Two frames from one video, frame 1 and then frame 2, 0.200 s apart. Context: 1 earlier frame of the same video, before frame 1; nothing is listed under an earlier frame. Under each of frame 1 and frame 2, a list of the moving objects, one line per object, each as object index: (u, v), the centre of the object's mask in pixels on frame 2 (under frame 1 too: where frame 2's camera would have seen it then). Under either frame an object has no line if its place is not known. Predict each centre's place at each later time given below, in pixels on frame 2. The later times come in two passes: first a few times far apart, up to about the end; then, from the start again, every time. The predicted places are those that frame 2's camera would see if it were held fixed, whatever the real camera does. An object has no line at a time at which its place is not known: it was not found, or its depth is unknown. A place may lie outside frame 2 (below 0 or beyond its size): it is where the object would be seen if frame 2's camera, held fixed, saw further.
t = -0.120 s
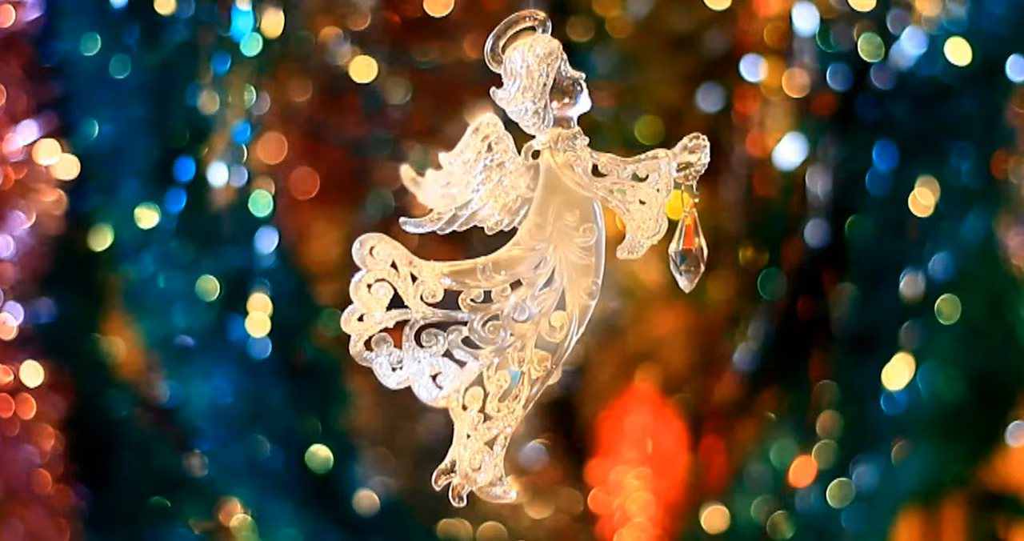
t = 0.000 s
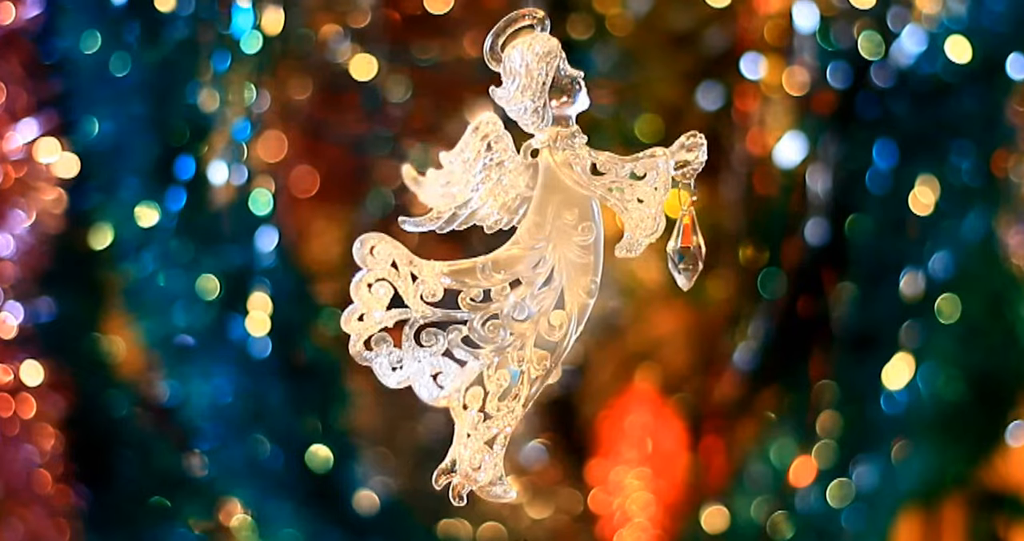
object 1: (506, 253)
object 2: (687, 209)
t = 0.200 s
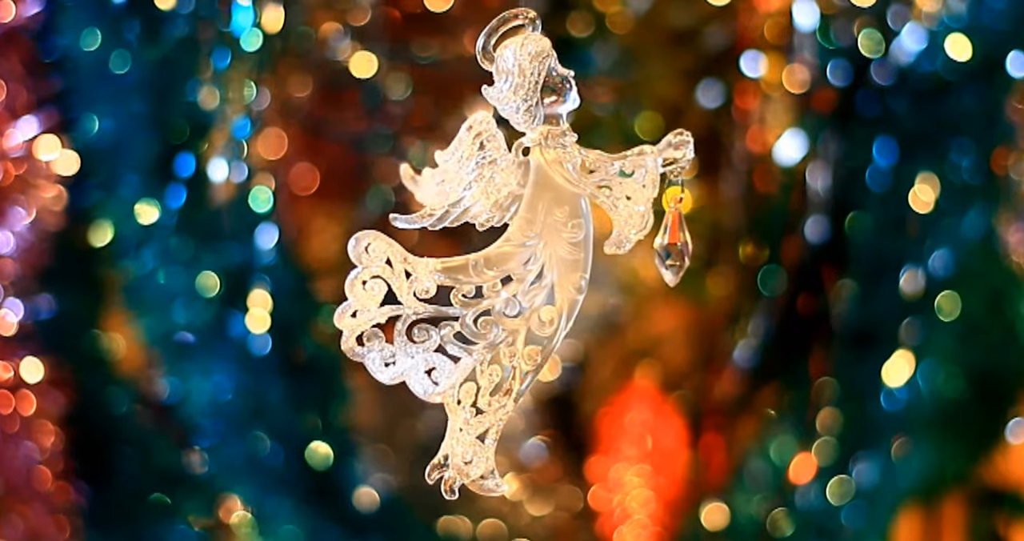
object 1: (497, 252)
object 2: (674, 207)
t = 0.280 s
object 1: (491, 252)
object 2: (666, 208)
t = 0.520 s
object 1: (476, 251)
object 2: (642, 208)
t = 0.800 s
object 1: (473, 251)
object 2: (636, 209)
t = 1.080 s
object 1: (498, 253)
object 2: (663, 208)
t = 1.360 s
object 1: (520, 255)
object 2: (680, 209)
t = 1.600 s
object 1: (509, 255)
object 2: (666, 210)
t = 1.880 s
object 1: (485, 254)
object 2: (636, 211)
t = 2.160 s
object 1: (484, 253)
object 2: (621, 209)
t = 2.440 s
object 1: (485, 253)
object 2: (616, 211)
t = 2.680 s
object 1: (485, 253)
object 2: (614, 211)
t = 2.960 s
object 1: (501, 255)
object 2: (627, 217)
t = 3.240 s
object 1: (522, 256)
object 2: (643, 216)
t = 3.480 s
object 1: (518, 255)
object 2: (635, 216)
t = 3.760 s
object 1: (486, 255)
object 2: (600, 218)
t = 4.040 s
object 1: (470, 254)
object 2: (581, 217)
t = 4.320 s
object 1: (487, 255)
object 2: (595, 215)
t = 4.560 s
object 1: (508, 256)
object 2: (615, 215)
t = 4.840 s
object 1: (512, 256)
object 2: (623, 218)
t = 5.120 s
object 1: (508, 256)
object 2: (620, 221)
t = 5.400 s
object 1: (505, 256)
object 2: (615, 216)
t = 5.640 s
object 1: (491, 255)
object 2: (603, 215)
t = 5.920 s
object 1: (474, 255)
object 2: (591, 216)
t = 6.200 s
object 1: (483, 255)
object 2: (605, 216)
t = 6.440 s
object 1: (512, 255)
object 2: (637, 213)
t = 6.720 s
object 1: (523, 256)
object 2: (655, 213)
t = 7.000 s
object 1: (502, 255)
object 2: (640, 215)
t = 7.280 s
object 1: (485, 254)
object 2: (625, 213)
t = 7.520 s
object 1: (484, 254)
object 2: (628, 210)
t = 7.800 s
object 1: (490, 253)
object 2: (639, 209)
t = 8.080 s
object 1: (495, 254)
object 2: (652, 212)
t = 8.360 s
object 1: (511, 254)
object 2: (673, 210)
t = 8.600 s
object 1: (520, 255)
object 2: (686, 208)
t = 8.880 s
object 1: (502, 254)
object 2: (676, 210)
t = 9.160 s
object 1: (472, 252)
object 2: (649, 210)
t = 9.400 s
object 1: (474, 251)
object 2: (647, 210)
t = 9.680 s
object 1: (497, 252)
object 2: (673, 210)
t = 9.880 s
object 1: (513, 252)
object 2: (691, 208)
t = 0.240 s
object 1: (494, 252)
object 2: (670, 208)
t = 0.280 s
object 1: (491, 252)
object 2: (666, 208)
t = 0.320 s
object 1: (487, 251)
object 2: (662, 207)
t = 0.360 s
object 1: (489, 251)
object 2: (657, 208)
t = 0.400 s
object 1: (486, 251)
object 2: (653, 208)
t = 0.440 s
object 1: (482, 251)
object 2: (649, 208)
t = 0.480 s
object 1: (479, 251)
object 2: (645, 208)
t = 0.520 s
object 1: (476, 251)
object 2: (642, 208)
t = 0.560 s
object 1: (473, 251)
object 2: (639, 208)
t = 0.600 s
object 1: (471, 251)
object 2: (636, 208)
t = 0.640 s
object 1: (470, 251)
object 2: (635, 209)
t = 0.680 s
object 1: (469, 251)
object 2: (634, 209)
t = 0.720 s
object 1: (470, 251)
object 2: (634, 209)
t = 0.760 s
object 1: (471, 251)
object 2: (634, 209)
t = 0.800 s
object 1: (473, 251)
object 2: (636, 209)
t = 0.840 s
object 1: (476, 252)
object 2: (638, 209)
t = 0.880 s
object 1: (480, 252)
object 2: (642, 209)
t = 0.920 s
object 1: (484, 252)
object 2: (645, 209)
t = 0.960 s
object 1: (483, 252)
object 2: (649, 209)
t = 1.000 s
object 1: (493, 252)
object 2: (654, 209)
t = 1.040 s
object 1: (498, 253)
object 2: (658, 209)
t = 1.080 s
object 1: (498, 253)
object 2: (663, 208)
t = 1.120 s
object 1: (503, 254)
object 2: (667, 208)
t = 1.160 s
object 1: (508, 254)
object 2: (671, 208)
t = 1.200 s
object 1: (511, 254)
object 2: (674, 209)
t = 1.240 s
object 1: (520, 254)
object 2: (677, 208)
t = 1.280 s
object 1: (517, 255)
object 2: (679, 208)
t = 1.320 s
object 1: (519, 255)
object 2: (680, 208)
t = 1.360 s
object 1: (520, 255)
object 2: (680, 209)
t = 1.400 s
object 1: (520, 255)
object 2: (680, 209)
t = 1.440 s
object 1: (519, 255)
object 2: (678, 209)
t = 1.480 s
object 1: (517, 255)
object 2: (676, 210)
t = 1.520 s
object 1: (515, 255)
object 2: (674, 210)
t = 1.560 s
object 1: (512, 255)
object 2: (670, 210)
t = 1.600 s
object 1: (509, 255)
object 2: (666, 210)
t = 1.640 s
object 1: (505, 255)
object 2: (662, 212)
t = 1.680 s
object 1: (501, 255)
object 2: (657, 212)
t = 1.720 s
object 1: (496, 254)
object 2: (653, 214)
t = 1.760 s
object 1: (493, 254)
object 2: (649, 213)
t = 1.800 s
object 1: (495, 254)
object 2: (644, 213)
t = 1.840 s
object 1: (487, 254)
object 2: (640, 211)
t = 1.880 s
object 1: (485, 254)
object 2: (636, 211)
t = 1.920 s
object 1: (488, 254)
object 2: (633, 211)
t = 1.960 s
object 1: (487, 253)
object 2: (630, 211)
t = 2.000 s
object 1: (486, 254)
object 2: (628, 211)
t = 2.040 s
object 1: (485, 254)
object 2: (626, 210)
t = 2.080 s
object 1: (484, 253)
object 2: (624, 210)
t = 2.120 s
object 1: (484, 253)
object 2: (622, 209)
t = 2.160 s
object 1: (484, 253)
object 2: (621, 209)
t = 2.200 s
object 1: (484, 253)
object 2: (620, 209)
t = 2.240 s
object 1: (485, 253)
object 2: (619, 209)
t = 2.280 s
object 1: (485, 253)
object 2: (619, 211)
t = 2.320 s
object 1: (486, 253)
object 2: (618, 211)
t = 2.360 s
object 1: (485, 253)
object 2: (617, 210)
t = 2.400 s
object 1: (485, 253)
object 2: (616, 211)
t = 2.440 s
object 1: (485, 253)
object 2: (616, 211)
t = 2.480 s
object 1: (485, 253)
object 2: (615, 211)
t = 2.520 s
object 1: (485, 253)
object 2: (615, 210)
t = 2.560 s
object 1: (486, 254)
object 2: (615, 210)
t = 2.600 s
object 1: (486, 254)
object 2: (615, 211)
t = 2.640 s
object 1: (486, 254)
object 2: (614, 211)
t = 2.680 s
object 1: (485, 253)
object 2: (614, 211)
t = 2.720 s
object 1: (486, 253)
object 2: (615, 215)
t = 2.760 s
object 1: (488, 254)
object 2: (616, 216)
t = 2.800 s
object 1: (490, 254)
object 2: (618, 216)
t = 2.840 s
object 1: (492, 254)
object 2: (620, 217)
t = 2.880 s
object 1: (495, 255)
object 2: (622, 217)
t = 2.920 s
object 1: (498, 255)
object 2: (625, 218)
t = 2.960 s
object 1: (501, 255)
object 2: (627, 217)
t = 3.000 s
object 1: (504, 255)
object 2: (630, 218)
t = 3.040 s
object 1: (508, 255)
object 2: (633, 217)
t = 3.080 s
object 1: (512, 255)
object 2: (635, 217)
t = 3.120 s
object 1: (514, 255)
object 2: (637, 217)
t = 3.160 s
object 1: (517, 256)
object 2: (640, 217)
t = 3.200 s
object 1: (520, 256)
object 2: (642, 216)
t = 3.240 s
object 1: (522, 256)
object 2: (643, 216)
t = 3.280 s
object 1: (523, 256)
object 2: (644, 215)
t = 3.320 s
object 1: (524, 256)
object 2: (644, 215)
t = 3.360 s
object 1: (524, 256)
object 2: (643, 214)
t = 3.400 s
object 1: (523, 257)
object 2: (641, 214)
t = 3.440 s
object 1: (522, 256)
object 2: (638, 216)
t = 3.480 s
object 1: (518, 255)
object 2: (635, 216)
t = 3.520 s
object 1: (515, 256)
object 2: (631, 216)
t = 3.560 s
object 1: (511, 255)
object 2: (627, 216)
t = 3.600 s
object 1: (508, 255)
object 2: (622, 217)
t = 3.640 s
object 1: (502, 255)
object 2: (616, 214)
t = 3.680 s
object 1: (496, 255)
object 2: (611, 214)
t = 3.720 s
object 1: (492, 255)
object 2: (605, 218)
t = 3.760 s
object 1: (486, 255)
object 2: (600, 218)
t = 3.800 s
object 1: (483, 255)
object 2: (595, 218)
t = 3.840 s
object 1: (479, 255)
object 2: (591, 219)
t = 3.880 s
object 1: (476, 255)
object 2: (587, 219)
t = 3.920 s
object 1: (473, 254)
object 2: (584, 219)
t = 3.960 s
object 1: (471, 254)
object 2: (582, 219)
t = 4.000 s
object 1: (470, 254)
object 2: (581, 218)
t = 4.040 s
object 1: (470, 254)
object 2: (581, 217)
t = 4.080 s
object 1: (471, 254)
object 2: (581, 218)
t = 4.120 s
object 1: (472, 254)
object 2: (582, 218)
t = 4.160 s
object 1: (475, 255)
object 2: (583, 218)
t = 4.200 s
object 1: (478, 255)
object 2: (586, 217)
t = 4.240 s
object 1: (481, 255)
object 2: (589, 217)
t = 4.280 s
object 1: (485, 256)
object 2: (592, 217)
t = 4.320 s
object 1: (487, 255)
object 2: (595, 215)
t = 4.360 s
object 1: (492, 256)
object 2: (599, 215)
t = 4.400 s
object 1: (496, 256)
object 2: (602, 215)
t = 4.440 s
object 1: (499, 256)
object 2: (606, 214)
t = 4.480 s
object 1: (503, 256)
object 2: (609, 214)
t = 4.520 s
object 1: (505, 256)
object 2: (613, 216)
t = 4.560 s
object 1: (508, 256)
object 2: (615, 215)
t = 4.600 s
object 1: (510, 256)
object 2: (618, 218)
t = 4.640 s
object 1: (512, 257)
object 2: (619, 218)
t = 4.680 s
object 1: (513, 257)
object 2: (621, 219)
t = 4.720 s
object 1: (513, 257)
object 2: (622, 219)
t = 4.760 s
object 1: (512, 256)
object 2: (622, 217)
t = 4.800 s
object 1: (512, 256)
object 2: (622, 217)
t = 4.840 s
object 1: (512, 256)
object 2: (623, 218)
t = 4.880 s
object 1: (511, 256)
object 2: (623, 218)
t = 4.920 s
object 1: (511, 256)
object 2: (622, 220)
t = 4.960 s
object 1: (510, 256)
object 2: (621, 220)
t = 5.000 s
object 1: (509, 256)
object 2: (621, 220)
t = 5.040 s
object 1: (509, 256)
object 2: (621, 220)
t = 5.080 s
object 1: (509, 256)
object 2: (620, 220)
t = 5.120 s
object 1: (508, 256)
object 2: (620, 221)
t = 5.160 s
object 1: (508, 256)
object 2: (619, 220)
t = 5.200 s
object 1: (507, 256)
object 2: (619, 220)
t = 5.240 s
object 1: (507, 256)
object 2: (618, 219)
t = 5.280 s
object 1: (506, 256)
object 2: (618, 218)
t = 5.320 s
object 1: (506, 256)
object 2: (617, 217)
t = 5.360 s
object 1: (506, 256)
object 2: (616, 219)
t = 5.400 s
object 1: (505, 256)
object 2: (615, 216)
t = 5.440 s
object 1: (503, 256)
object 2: (614, 217)
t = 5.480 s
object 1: (501, 256)
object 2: (612, 215)
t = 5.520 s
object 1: (499, 256)
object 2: (610, 216)
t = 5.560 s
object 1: (497, 255)
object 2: (608, 216)
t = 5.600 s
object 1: (494, 255)
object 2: (605, 216)
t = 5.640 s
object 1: (491, 255)
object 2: (603, 215)
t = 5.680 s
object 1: (488, 255)
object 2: (601, 213)
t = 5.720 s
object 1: (485, 255)
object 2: (599, 213)
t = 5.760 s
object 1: (482, 255)
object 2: (596, 214)
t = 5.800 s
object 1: (480, 255)
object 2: (594, 214)
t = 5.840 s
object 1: (478, 255)
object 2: (592, 217)
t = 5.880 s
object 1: (475, 254)
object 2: (592, 216)
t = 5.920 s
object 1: (474, 255)
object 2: (591, 216)
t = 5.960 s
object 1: (473, 255)
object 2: (590, 216)
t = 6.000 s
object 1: (473, 254)
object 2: (592, 216)
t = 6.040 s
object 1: (474, 255)
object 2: (593, 216)
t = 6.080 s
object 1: (476, 255)
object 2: (594, 216)
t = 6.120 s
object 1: (478, 255)
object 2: (598, 216)
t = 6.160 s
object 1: (481, 255)
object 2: (601, 217)
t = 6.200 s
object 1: (483, 255)
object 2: (605, 216)
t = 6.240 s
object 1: (488, 255)
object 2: (611, 216)
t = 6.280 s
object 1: (493, 255)
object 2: (616, 216)
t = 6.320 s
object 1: (498, 255)
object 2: (621, 217)
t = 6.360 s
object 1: (503, 256)
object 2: (627, 215)
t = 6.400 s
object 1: (507, 255)
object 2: (632, 216)
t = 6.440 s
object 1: (512, 255)
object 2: (637, 213)
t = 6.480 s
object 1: (515, 256)
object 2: (642, 212)
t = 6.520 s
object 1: (518, 256)
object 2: (646, 214)
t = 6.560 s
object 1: (521, 256)
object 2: (650, 213)
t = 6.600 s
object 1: (523, 256)
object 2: (652, 213)
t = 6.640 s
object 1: (523, 256)
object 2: (654, 213)
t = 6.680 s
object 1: (524, 256)
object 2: (655, 213)
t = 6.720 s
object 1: (523, 256)
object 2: (655, 213)
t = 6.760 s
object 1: (522, 256)
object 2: (655, 213)
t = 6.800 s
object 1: (520, 256)
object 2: (654, 215)
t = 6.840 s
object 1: (517, 256)
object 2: (652, 214)
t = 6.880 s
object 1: (513, 256)
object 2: (649, 215)
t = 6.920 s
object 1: (510, 255)
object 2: (647, 214)
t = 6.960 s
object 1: (506, 255)
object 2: (644, 214)
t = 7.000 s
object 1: (502, 255)
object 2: (640, 215)
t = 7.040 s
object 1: (499, 255)
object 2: (637, 215)
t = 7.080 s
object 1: (495, 255)
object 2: (634, 215)
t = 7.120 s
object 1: (492, 255)
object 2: (631, 215)
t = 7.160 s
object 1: (489, 254)
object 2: (629, 214)
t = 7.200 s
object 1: (487, 255)
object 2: (627, 213)
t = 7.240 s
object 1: (486, 255)
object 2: (625, 213)
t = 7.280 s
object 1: (485, 254)
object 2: (625, 213)
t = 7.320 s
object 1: (483, 254)
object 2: (624, 213)
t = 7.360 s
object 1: (482, 254)
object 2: (624, 212)
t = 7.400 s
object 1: (482, 254)
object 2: (625, 212)
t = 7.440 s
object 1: (483, 254)
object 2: (625, 211)
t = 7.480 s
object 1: (483, 254)
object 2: (626, 211)
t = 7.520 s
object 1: (484, 254)
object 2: (628, 210)
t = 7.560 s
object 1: (485, 254)
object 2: (629, 210)
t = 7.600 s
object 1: (486, 254)
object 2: (631, 210)
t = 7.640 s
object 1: (488, 253)
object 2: (632, 209)
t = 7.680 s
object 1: (489, 253)
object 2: (634, 209)
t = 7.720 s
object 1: (489, 254)
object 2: (636, 209)
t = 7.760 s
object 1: (490, 253)
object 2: (637, 209)
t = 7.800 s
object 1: (490, 253)
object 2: (639, 209)
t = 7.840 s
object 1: (491, 254)
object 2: (641, 210)
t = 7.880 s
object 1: (491, 254)
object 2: (642, 210)
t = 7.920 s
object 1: (492, 254)
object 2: (644, 211)
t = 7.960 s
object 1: (493, 254)
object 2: (646, 211)
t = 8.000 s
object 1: (494, 254)
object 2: (648, 211)
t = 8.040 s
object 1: (495, 254)
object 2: (650, 211)
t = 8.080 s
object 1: (495, 254)
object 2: (652, 212)
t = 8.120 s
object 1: (497, 254)
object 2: (655, 213)
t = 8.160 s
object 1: (499, 254)
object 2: (658, 213)
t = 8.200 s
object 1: (501, 254)
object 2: (660, 211)
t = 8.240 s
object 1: (504, 254)
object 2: (664, 211)
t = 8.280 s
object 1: (506, 254)
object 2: (667, 210)
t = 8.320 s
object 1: (507, 254)
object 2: (670, 210)
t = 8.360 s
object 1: (511, 254)
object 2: (673, 210)
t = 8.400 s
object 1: (507, 255)
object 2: (676, 210)
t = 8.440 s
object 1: (510, 255)
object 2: (679, 211)
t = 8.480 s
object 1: (517, 254)
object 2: (682, 210)
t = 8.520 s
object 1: (518, 254)
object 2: (684, 210)
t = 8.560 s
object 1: (520, 255)
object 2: (685, 209)
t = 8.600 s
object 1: (520, 255)
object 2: (686, 208)
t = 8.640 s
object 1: (520, 255)
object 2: (687, 209)
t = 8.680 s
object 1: (520, 254)
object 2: (687, 209)
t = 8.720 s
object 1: (519, 254)
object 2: (686, 208)
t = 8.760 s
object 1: (511, 255)
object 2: (684, 208)
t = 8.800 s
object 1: (513, 254)
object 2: (682, 209)
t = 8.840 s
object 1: (505, 254)
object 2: (679, 209)
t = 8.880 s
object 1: (502, 254)
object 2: (676, 210)
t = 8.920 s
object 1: (503, 253)
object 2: (671, 209)
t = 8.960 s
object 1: (493, 253)
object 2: (667, 209)
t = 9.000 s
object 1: (488, 253)
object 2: (664, 210)
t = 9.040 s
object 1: (489, 252)
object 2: (660, 210)
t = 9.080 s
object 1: (479, 252)
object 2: (656, 210)
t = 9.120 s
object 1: (476, 252)
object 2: (652, 210)
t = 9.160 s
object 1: (472, 252)
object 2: (649, 210)
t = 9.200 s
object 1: (470, 251)
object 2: (647, 210)
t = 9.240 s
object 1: (468, 251)
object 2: (645, 210)
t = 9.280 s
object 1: (472, 251)
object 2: (644, 210)
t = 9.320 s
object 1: (466, 251)
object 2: (644, 210)
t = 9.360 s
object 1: (472, 251)
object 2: (645, 210)
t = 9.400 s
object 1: (474, 251)
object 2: (647, 210)
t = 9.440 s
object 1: (476, 251)
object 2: (649, 210)
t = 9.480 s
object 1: (473, 251)
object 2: (652, 210)
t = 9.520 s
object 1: (482, 251)
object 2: (656, 210)
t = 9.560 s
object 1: (486, 251)
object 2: (660, 210)
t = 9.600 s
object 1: (489, 251)
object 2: (664, 210)
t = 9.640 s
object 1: (488, 252)
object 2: (668, 209)
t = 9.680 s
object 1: (497, 252)
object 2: (673, 210)
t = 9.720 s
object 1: (496, 252)
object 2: (677, 210)
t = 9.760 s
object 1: (499, 252)
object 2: (681, 209)
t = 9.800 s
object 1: (502, 252)
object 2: (684, 209)
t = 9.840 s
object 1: (511, 252)
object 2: (688, 209)
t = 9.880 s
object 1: (513, 252)
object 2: (691, 208)
